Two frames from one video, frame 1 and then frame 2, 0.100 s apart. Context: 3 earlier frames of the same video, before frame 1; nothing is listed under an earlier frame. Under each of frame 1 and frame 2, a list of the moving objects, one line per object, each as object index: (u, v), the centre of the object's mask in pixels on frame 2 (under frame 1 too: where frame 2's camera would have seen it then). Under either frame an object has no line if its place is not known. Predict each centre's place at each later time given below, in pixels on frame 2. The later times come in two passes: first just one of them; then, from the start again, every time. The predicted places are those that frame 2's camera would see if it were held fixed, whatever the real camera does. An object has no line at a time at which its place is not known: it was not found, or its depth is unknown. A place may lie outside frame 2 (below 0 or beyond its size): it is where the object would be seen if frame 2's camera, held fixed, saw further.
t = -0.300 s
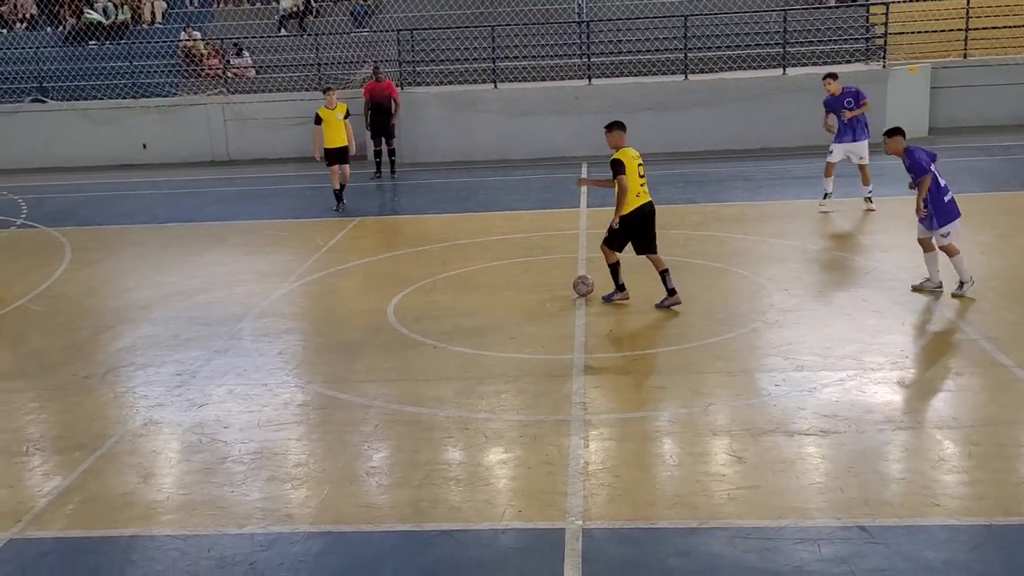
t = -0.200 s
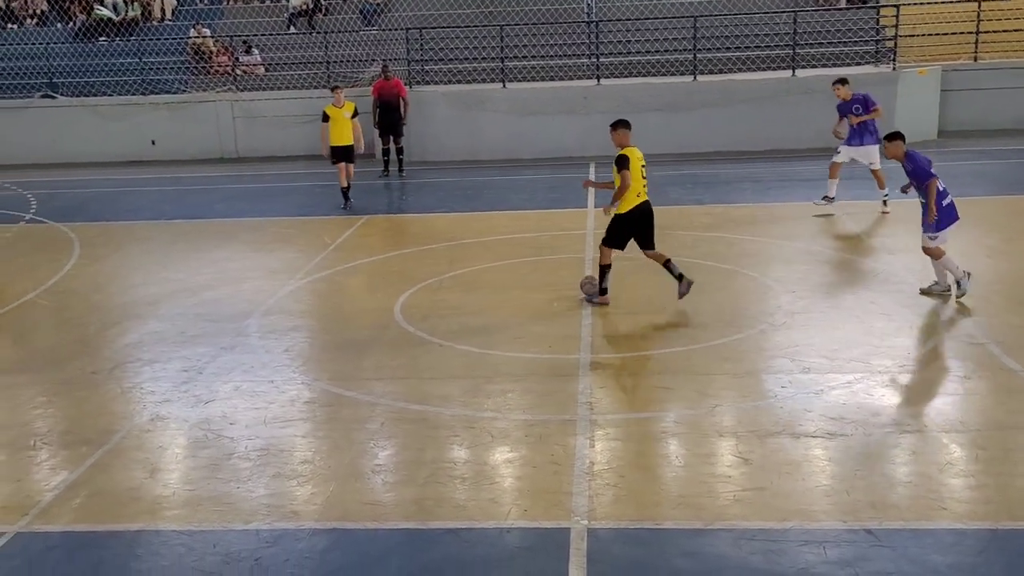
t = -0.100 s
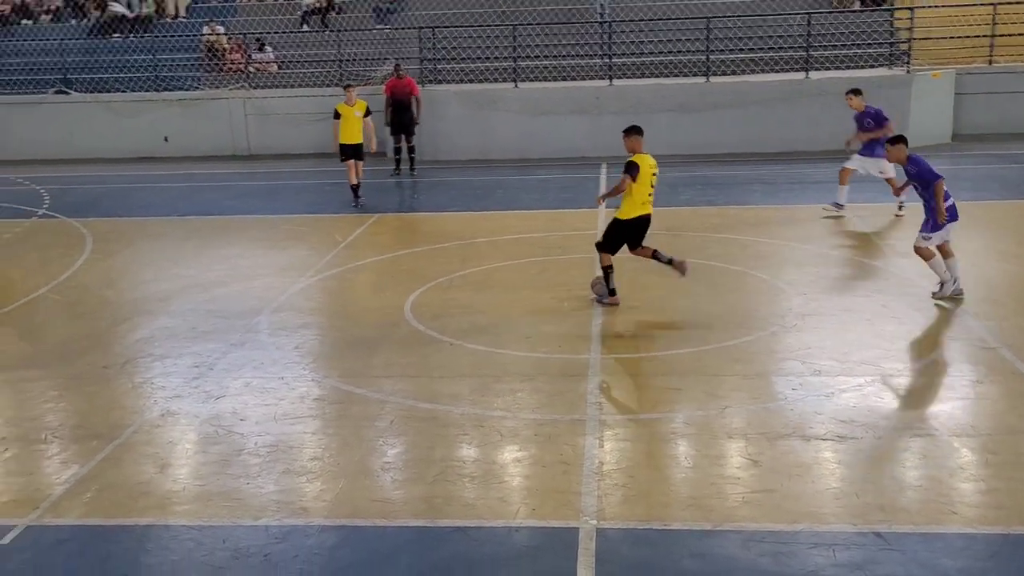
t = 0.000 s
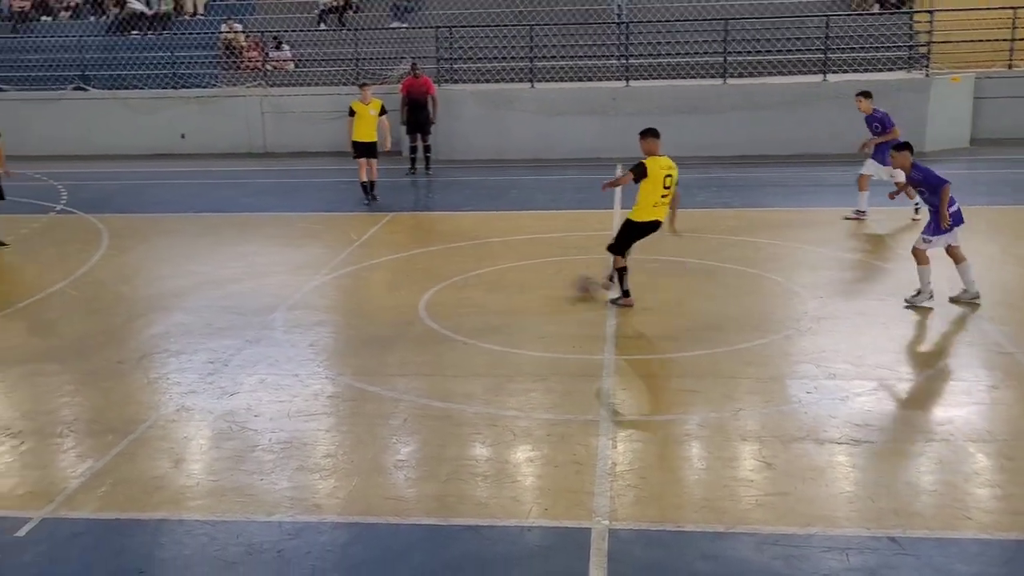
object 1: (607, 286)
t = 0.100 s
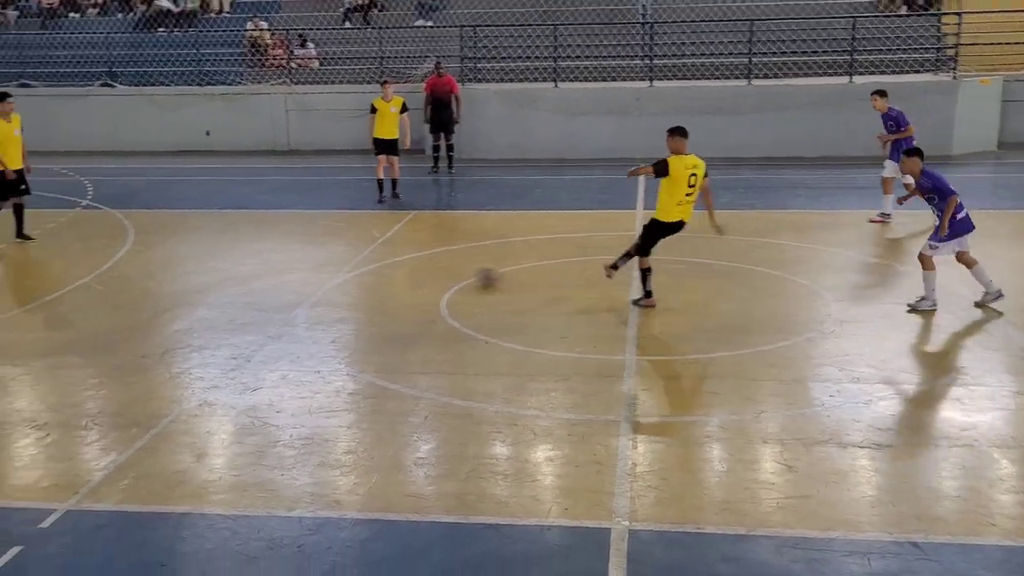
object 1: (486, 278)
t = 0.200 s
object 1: (385, 271)
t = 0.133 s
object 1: (451, 275)
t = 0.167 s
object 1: (417, 274)
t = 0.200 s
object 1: (385, 271)
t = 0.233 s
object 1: (355, 267)
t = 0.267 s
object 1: (326, 265)
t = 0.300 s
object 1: (298, 261)
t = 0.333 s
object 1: (270, 259)
